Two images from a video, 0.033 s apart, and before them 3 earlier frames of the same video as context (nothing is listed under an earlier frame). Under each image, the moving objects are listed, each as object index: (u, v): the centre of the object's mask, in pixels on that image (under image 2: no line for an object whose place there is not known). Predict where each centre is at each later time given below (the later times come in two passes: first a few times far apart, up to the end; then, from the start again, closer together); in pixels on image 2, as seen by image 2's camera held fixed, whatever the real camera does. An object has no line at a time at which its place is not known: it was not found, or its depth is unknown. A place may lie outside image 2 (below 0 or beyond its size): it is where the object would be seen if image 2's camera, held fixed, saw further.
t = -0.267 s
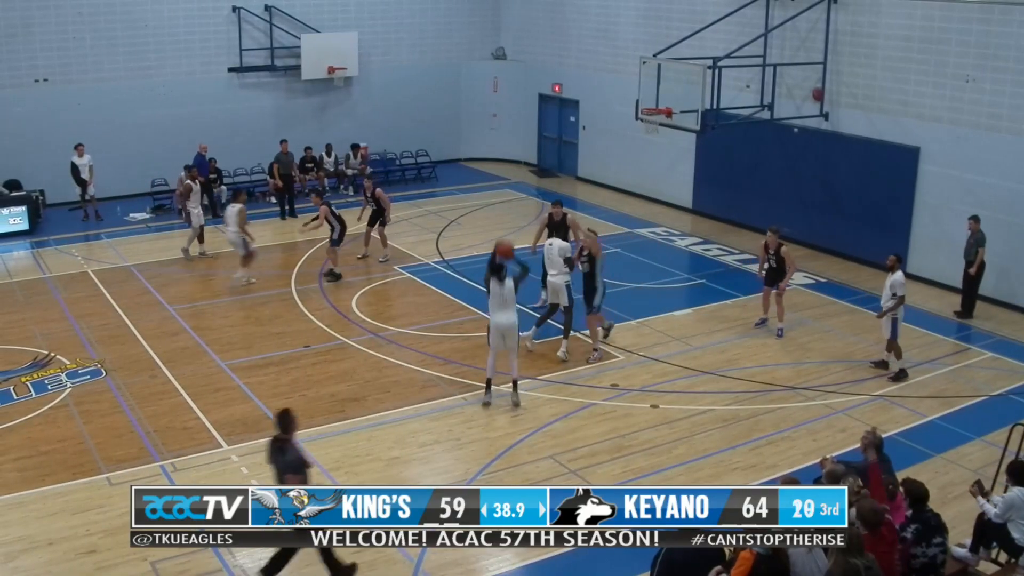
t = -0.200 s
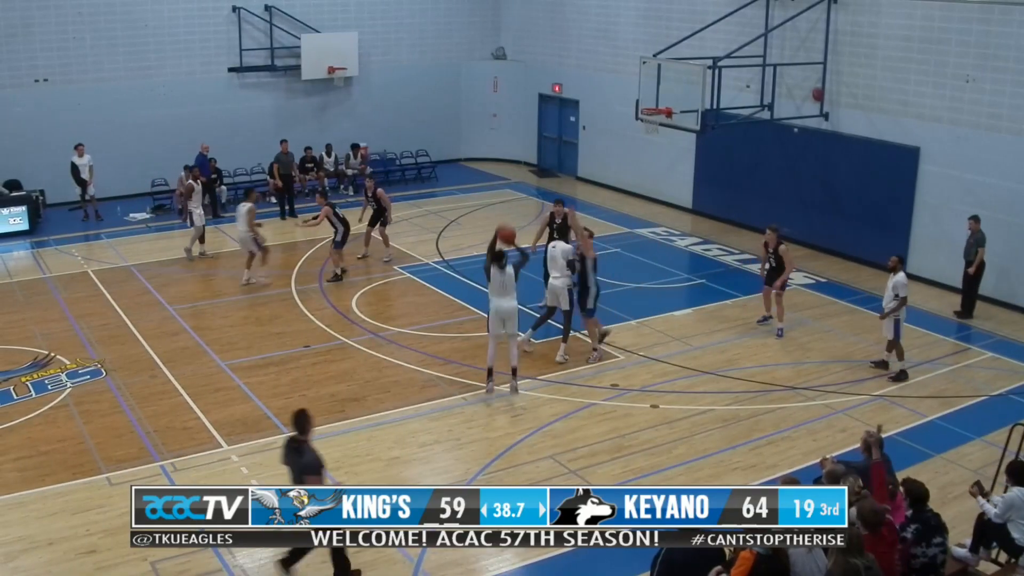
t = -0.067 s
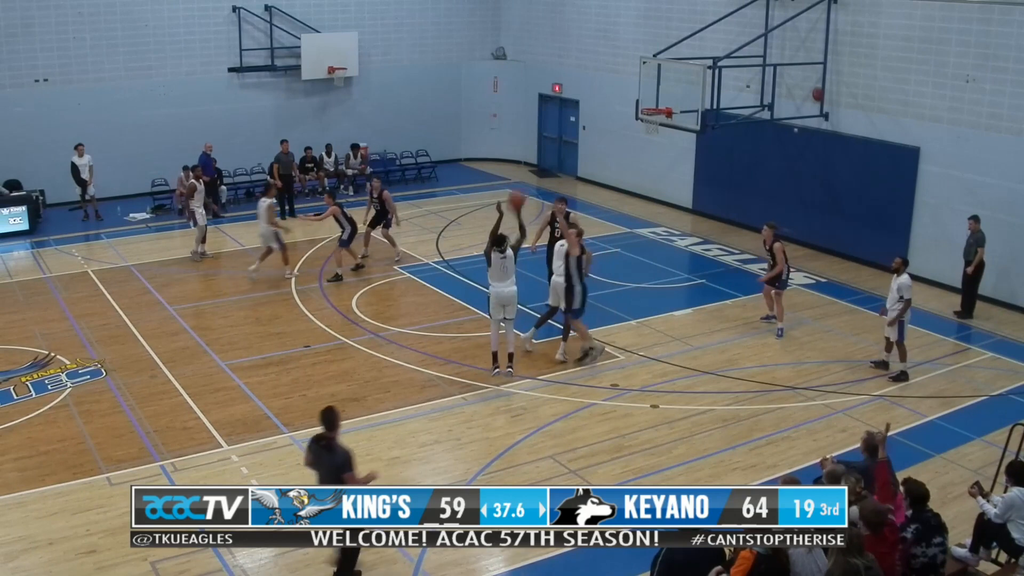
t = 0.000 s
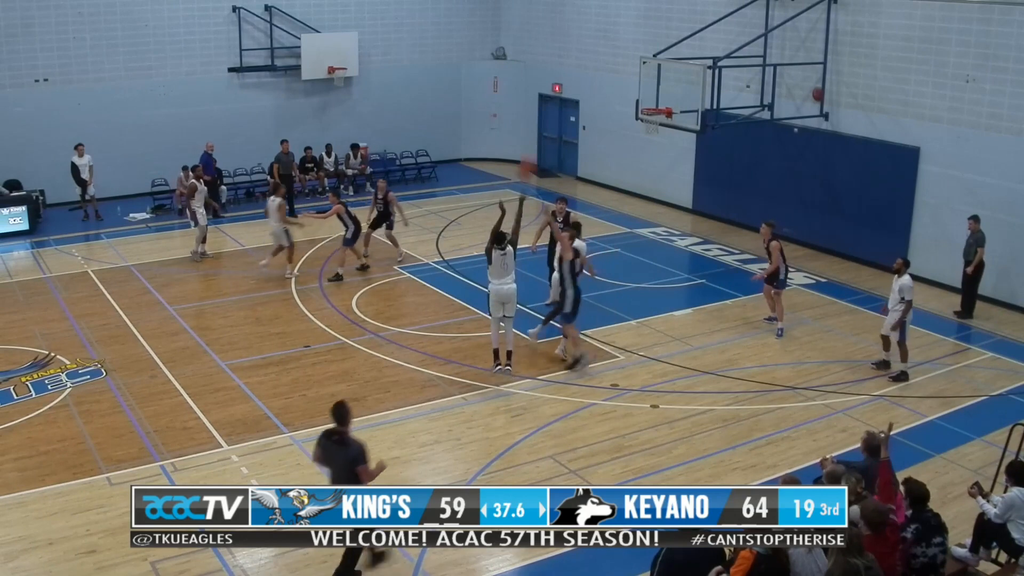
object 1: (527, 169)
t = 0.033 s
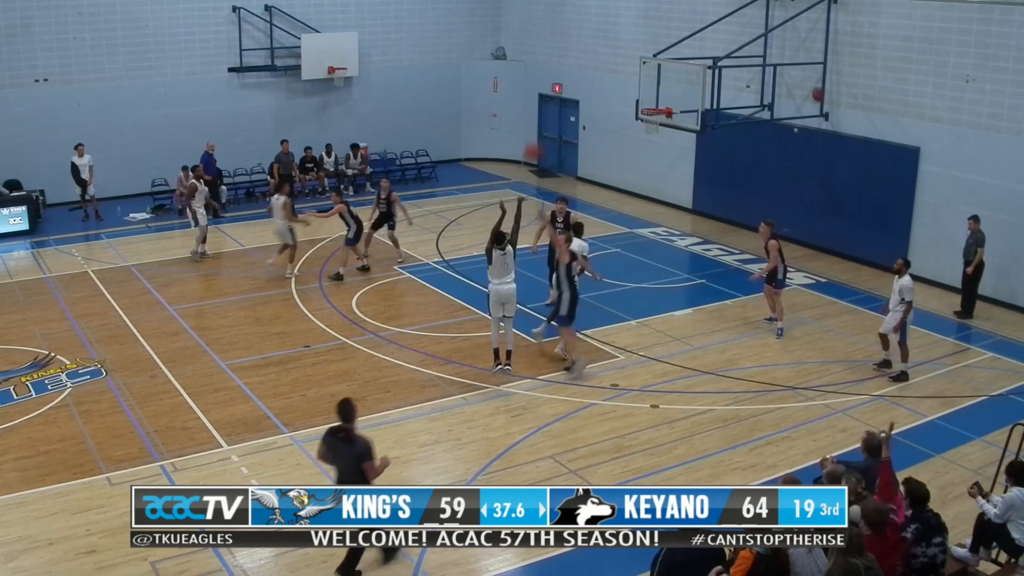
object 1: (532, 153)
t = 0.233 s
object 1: (564, 79)
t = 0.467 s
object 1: (595, 38)
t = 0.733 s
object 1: (625, 37)
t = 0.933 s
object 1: (643, 62)
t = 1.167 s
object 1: (657, 109)
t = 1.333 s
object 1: (653, 125)
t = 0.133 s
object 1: (547, 111)
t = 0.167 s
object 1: (553, 100)
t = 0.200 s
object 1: (559, 88)
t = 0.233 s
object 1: (564, 79)
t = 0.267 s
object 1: (569, 70)
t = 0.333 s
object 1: (578, 56)
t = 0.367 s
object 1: (582, 51)
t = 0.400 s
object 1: (587, 46)
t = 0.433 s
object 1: (591, 42)
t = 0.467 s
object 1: (595, 38)
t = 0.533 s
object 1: (603, 33)
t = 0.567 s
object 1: (607, 33)
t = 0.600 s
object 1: (611, 32)
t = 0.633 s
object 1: (615, 32)
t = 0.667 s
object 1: (618, 33)
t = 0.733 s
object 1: (625, 37)
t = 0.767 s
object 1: (628, 40)
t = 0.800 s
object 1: (631, 43)
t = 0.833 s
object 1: (634, 47)
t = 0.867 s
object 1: (637, 52)
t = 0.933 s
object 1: (643, 62)
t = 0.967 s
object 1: (646, 68)
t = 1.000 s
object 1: (649, 75)
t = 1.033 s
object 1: (651, 82)
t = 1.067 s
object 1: (654, 89)
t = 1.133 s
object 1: (659, 105)
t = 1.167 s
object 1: (657, 109)
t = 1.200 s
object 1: (650, 113)
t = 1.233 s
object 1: (648, 116)
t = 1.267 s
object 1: (649, 121)
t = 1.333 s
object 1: (653, 125)
